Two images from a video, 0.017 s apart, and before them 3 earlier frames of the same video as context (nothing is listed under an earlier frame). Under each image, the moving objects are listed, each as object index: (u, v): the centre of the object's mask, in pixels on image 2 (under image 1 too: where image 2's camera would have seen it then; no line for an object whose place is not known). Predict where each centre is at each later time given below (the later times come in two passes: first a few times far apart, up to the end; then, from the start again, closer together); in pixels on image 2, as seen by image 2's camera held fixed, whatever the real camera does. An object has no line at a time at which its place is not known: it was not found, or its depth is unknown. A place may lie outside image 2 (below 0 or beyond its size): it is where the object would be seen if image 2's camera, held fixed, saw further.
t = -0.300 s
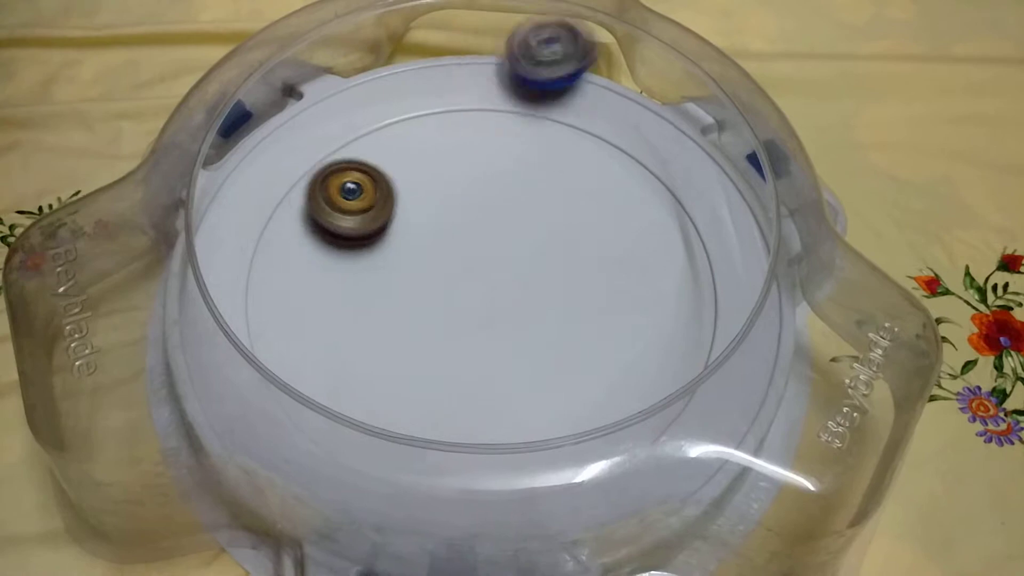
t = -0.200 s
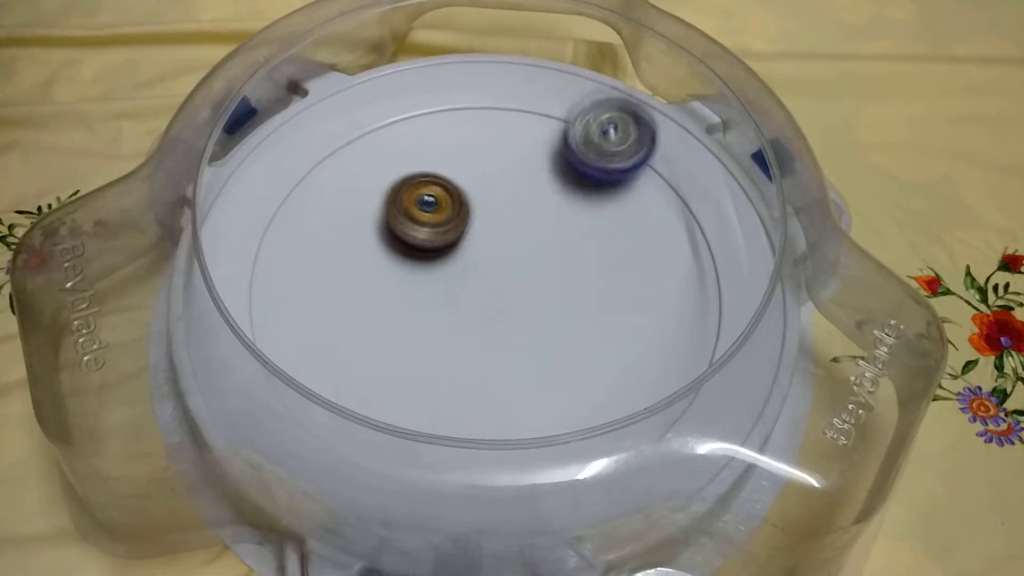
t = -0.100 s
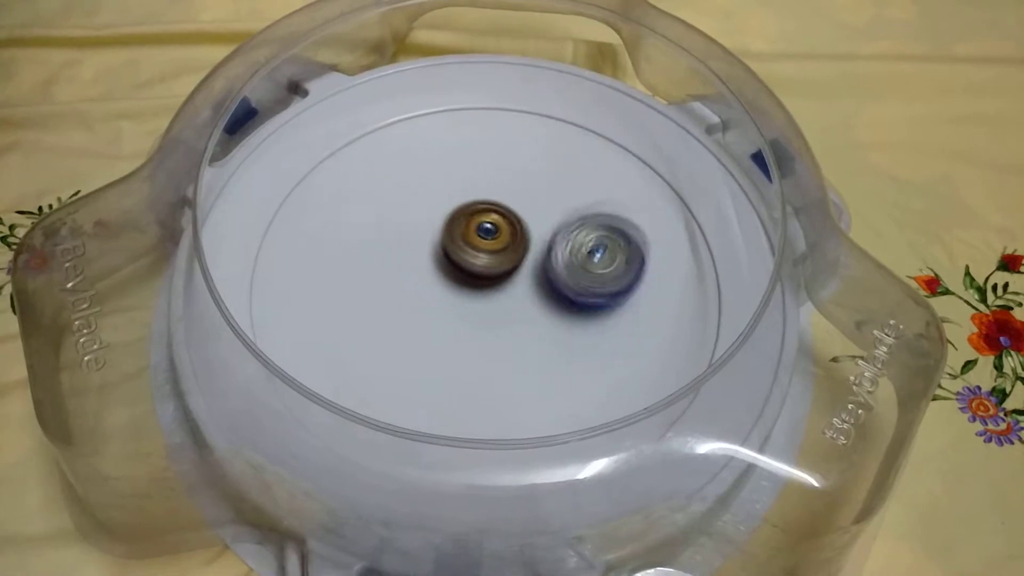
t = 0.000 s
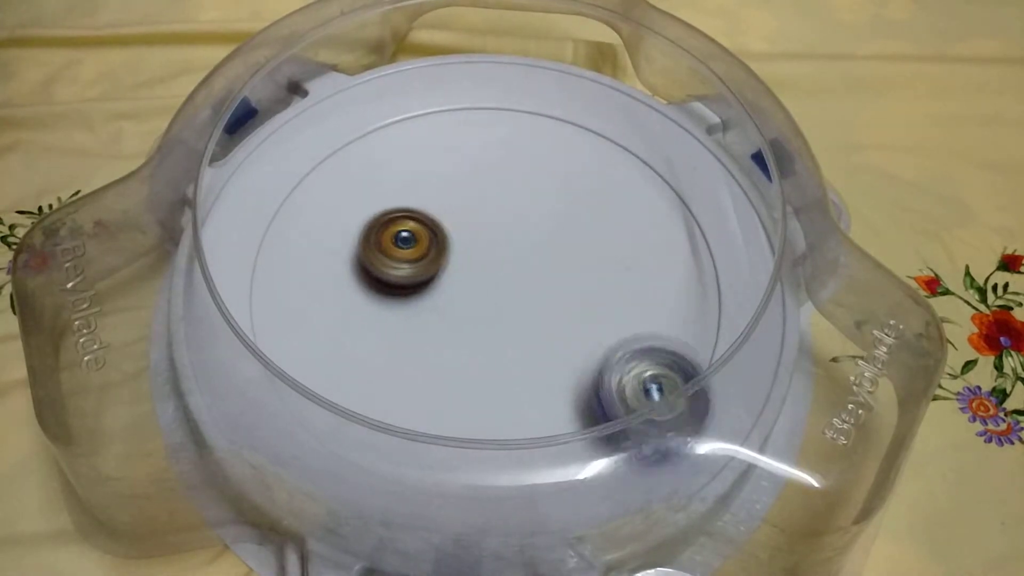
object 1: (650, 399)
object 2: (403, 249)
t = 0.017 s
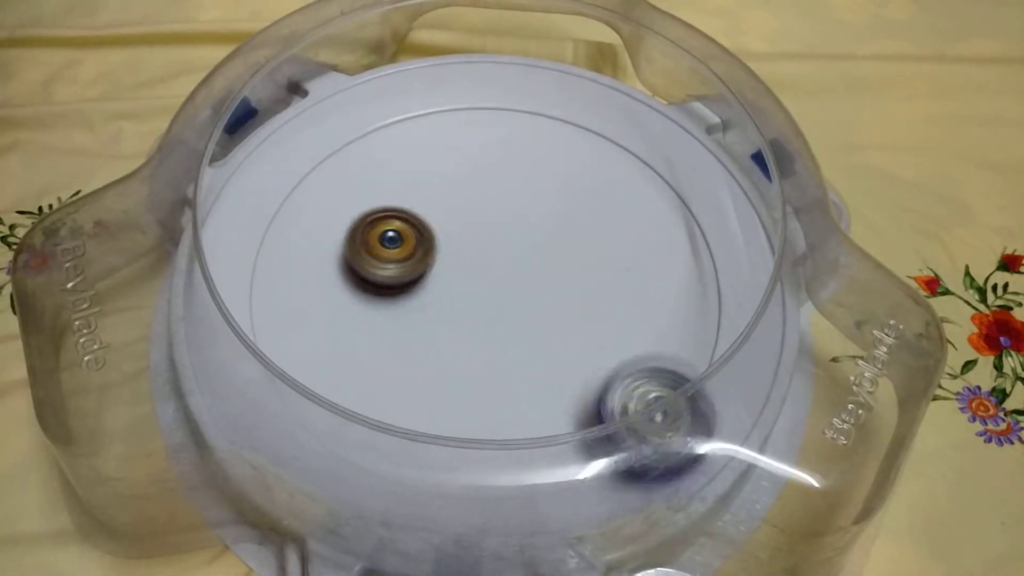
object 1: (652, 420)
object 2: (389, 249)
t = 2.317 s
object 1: (527, 446)
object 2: (457, 245)
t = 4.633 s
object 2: (518, 289)
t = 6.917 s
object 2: (487, 276)
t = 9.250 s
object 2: (470, 268)
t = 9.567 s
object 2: (493, 282)
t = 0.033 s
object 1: (641, 428)
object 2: (378, 247)
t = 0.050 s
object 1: (620, 432)
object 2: (368, 246)
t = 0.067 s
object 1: (595, 443)
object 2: (360, 245)
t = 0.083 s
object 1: (573, 453)
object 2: (355, 243)
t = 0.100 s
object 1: (549, 465)
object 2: (350, 241)
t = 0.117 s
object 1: (520, 470)
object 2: (347, 239)
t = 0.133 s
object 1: (494, 475)
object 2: (346, 236)
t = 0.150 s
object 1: (465, 477)
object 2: (346, 235)
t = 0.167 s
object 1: (435, 471)
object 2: (347, 233)
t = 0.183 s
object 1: (406, 462)
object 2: (348, 232)
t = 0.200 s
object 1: (376, 449)
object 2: (351, 230)
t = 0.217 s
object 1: (350, 435)
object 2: (356, 229)
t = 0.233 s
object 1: (327, 421)
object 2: (361, 229)
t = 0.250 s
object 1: (305, 399)
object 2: (368, 230)
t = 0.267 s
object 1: (288, 377)
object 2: (376, 231)
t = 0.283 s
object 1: (273, 353)
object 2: (385, 231)
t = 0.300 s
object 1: (263, 325)
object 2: (395, 231)
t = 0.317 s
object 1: (258, 300)
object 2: (405, 232)
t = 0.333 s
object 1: (259, 275)
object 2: (415, 234)
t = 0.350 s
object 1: (260, 253)
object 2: (425, 236)
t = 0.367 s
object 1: (267, 227)
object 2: (435, 239)
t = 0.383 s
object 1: (277, 202)
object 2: (445, 243)
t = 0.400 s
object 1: (290, 180)
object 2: (454, 246)
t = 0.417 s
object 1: (310, 162)
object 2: (462, 251)
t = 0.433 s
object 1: (330, 145)
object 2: (469, 256)
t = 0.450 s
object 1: (356, 128)
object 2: (475, 261)
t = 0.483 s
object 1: (415, 104)
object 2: (485, 273)
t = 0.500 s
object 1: (450, 97)
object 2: (489, 280)
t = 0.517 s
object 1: (484, 95)
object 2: (493, 286)
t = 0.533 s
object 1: (521, 99)
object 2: (495, 292)
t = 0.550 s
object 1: (559, 110)
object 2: (496, 298)
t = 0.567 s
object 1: (596, 119)
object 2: (497, 302)
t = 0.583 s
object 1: (628, 140)
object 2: (497, 308)
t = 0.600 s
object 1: (659, 164)
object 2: (497, 315)
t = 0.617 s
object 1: (684, 195)
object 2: (497, 321)
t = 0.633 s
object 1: (701, 229)
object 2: (497, 327)
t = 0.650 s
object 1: (711, 266)
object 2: (496, 332)
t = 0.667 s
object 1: (708, 305)
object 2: (496, 337)
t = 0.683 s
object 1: (700, 344)
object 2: (495, 341)
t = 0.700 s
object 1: (676, 378)
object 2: (495, 344)
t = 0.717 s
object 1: (651, 410)
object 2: (495, 348)
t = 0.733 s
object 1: (612, 437)
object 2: (495, 351)
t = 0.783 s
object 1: (481, 472)
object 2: (494, 357)
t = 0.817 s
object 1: (397, 454)
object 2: (493, 360)
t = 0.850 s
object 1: (331, 418)
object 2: (493, 361)
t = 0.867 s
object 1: (309, 396)
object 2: (493, 361)
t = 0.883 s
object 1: (288, 375)
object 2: (493, 361)
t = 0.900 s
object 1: (270, 349)
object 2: (494, 360)
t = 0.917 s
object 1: (263, 323)
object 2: (494, 361)
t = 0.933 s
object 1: (262, 297)
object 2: (495, 360)
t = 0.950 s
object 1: (263, 272)
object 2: (495, 360)
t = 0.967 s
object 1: (266, 251)
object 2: (496, 359)
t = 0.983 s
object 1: (272, 226)
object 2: (496, 358)
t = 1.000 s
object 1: (282, 204)
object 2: (496, 358)
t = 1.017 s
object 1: (294, 185)
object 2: (496, 356)
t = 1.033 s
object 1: (308, 166)
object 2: (497, 355)
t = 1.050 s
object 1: (325, 148)
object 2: (497, 353)
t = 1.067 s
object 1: (345, 134)
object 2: (497, 352)
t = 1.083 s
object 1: (367, 118)
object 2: (497, 350)
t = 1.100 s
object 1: (393, 110)
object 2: (498, 348)
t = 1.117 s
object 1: (422, 103)
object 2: (498, 345)
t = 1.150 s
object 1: (482, 98)
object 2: (500, 339)
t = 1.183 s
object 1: (545, 101)
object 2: (501, 333)
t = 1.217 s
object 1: (608, 127)
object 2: (503, 326)
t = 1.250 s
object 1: (663, 168)
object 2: (506, 317)
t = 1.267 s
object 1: (682, 192)
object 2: (508, 313)
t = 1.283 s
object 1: (699, 222)
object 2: (509, 310)
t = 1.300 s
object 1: (707, 256)
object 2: (510, 306)
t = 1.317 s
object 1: (708, 288)
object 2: (509, 304)
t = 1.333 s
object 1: (708, 320)
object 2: (510, 302)
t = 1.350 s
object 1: (693, 353)
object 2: (511, 300)
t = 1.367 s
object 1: (674, 382)
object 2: (512, 298)
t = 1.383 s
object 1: (652, 411)
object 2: (515, 296)
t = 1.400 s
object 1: (622, 429)
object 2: (517, 295)
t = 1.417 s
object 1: (590, 446)
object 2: (521, 292)
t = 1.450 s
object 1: (526, 469)
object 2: (528, 287)
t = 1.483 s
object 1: (463, 471)
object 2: (532, 284)
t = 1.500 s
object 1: (432, 463)
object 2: (534, 283)
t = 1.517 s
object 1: (407, 457)
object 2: (535, 282)
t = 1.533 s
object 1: (380, 444)
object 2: (537, 282)
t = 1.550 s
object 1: (357, 431)
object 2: (539, 282)
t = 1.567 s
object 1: (339, 415)
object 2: (542, 282)
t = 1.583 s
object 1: (322, 398)
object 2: (545, 281)
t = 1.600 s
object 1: (309, 379)
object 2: (549, 282)
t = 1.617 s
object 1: (298, 359)
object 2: (552, 282)
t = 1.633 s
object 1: (293, 336)
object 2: (554, 283)
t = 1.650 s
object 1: (289, 313)
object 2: (558, 284)
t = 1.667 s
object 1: (288, 296)
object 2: (559, 287)
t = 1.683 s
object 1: (289, 271)
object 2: (560, 289)
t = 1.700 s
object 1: (294, 250)
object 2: (560, 291)
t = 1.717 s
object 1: (302, 230)
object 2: (560, 294)
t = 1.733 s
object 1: (313, 212)
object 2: (559, 295)
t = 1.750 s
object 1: (326, 191)
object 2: (557, 297)
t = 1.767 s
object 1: (342, 177)
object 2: (555, 298)
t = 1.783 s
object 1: (358, 160)
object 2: (553, 299)
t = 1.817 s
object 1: (398, 135)
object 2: (547, 300)
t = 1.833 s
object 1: (418, 123)
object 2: (544, 300)
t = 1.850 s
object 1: (442, 114)
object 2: (541, 300)
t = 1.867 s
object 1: (465, 107)
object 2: (538, 299)
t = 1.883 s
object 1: (488, 105)
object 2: (534, 298)
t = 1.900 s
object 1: (513, 100)
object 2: (531, 298)
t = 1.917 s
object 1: (536, 101)
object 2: (528, 297)
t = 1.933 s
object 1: (561, 104)
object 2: (524, 296)
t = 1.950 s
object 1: (587, 115)
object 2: (520, 295)
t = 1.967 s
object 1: (609, 125)
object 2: (517, 294)
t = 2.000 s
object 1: (650, 158)
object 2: (512, 292)
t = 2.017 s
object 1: (668, 175)
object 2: (510, 292)
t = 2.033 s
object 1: (683, 190)
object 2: (508, 291)
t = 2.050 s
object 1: (689, 217)
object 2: (506, 290)
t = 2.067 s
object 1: (697, 237)
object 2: (504, 289)
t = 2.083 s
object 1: (700, 261)
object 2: (501, 287)
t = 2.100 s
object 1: (706, 280)
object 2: (497, 285)
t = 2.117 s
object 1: (705, 300)
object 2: (494, 283)
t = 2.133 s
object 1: (709, 319)
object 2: (491, 281)
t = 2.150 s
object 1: (705, 335)
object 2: (487, 278)
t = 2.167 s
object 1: (697, 354)
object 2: (483, 274)
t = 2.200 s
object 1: (672, 388)
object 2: (478, 268)
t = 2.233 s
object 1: (639, 415)
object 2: (472, 261)
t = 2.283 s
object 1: (574, 439)
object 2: (463, 252)
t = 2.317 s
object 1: (527, 446)
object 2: (457, 245)
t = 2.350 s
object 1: (476, 442)
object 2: (453, 238)
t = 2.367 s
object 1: (452, 436)
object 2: (451, 234)
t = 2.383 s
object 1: (428, 426)
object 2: (450, 231)
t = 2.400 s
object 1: (408, 417)
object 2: (448, 228)
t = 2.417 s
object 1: (386, 404)
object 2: (446, 225)
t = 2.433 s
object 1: (364, 390)
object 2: (445, 222)
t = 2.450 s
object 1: (350, 376)
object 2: (443, 219)
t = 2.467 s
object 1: (337, 355)
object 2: (442, 216)
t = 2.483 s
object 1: (323, 336)
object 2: (442, 213)
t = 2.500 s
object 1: (315, 319)
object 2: (441, 210)
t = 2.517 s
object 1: (308, 296)
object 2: (441, 208)
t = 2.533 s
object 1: (305, 275)
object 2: (441, 206)
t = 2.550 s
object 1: (306, 255)
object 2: (441, 204)
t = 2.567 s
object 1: (309, 234)
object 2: (442, 202)
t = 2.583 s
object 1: (313, 214)
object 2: (442, 200)
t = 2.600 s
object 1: (321, 196)
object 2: (443, 199)
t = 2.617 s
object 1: (331, 178)
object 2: (444, 198)
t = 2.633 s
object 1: (342, 160)
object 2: (445, 196)
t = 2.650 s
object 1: (357, 145)
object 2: (446, 195)
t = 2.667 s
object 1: (371, 133)
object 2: (448, 195)
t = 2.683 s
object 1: (389, 117)
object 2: (449, 194)
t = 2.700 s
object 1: (409, 109)
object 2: (450, 194)
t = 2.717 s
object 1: (428, 102)
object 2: (451, 195)
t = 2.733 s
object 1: (452, 101)
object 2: (452, 195)
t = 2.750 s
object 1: (478, 101)
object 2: (454, 196)
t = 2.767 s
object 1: (500, 104)
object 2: (455, 196)
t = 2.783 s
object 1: (523, 102)
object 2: (457, 197)
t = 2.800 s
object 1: (544, 104)
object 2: (458, 199)
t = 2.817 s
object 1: (565, 109)
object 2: (460, 201)
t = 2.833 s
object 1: (585, 119)
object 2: (460, 202)
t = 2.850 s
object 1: (603, 130)
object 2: (462, 204)
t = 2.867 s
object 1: (623, 145)
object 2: (462, 206)
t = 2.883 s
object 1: (637, 155)
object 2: (463, 208)
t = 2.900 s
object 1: (648, 169)
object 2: (464, 211)
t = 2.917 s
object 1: (662, 186)
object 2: (464, 214)
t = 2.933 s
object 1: (671, 198)
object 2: (465, 216)
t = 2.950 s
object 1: (675, 217)
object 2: (465, 219)
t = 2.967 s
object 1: (682, 234)
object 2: (465, 222)
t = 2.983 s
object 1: (684, 249)
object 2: (465, 225)
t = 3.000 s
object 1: (683, 267)
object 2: (464, 228)
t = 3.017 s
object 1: (683, 286)
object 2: (463, 231)
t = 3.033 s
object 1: (679, 301)
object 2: (463, 233)
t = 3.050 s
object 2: (462, 236)
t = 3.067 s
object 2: (461, 239)
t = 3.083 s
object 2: (460, 242)
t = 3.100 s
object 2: (458, 245)
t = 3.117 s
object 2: (457, 247)
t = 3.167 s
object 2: (452, 254)
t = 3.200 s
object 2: (450, 258)
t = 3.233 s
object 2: (446, 262)
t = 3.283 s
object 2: (443, 267)
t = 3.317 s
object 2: (441, 270)
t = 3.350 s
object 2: (439, 273)
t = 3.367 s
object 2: (438, 274)
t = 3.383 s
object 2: (437, 275)
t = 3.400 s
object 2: (438, 275)
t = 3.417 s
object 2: (437, 278)
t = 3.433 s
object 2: (438, 278)
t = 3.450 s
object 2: (438, 279)
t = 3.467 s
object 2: (438, 280)
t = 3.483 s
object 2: (438, 281)
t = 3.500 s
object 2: (438, 282)
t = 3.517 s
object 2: (438, 283)
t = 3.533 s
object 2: (439, 284)
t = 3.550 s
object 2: (440, 284)
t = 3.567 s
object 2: (441, 286)
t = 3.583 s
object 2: (441, 286)
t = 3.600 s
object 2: (441, 287)
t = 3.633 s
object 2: (443, 289)
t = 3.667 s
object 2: (446, 291)
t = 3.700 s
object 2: (448, 293)
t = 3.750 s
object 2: (451, 297)
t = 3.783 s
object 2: (455, 299)
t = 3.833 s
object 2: (457, 302)
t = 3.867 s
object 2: (460, 303)
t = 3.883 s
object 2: (462, 303)
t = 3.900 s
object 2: (462, 304)
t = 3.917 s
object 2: (463, 305)
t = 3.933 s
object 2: (464, 305)
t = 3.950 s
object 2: (465, 305)
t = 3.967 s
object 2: (467, 305)
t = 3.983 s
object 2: (468, 305)
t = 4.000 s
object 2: (469, 306)
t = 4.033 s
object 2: (472, 306)
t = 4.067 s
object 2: (476, 306)
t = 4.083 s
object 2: (478, 306)
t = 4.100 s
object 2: (480, 306)
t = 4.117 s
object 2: (481, 306)
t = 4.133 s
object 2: (483, 306)
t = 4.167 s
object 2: (487, 306)
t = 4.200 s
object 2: (491, 306)
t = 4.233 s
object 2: (493, 306)
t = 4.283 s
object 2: (499, 305)
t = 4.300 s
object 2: (501, 305)
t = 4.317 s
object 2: (502, 305)
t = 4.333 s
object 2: (503, 304)
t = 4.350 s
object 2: (505, 304)
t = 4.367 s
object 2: (506, 304)
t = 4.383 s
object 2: (508, 303)
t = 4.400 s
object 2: (508, 302)
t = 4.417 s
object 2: (510, 302)
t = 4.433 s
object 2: (510, 301)
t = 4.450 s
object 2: (512, 300)
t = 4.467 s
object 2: (513, 299)
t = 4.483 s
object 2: (515, 298)
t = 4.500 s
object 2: (515, 297)
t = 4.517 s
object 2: (516, 297)
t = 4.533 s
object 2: (517, 296)
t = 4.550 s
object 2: (518, 295)
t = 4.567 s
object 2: (518, 294)
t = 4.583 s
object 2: (518, 293)
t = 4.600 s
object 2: (518, 292)
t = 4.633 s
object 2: (518, 289)
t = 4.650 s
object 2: (517, 289)
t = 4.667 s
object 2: (517, 288)
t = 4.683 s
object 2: (516, 287)
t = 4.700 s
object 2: (515, 286)
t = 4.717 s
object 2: (514, 285)
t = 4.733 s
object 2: (515, 283)
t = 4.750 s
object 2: (514, 282)
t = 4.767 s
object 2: (513, 282)
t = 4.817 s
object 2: (510, 279)
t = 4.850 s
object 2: (508, 277)
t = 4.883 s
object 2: (504, 275)
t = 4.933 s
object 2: (500, 270)
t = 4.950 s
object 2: (499, 268)
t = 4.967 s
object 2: (497, 266)
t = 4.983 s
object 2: (496, 264)
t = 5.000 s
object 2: (496, 261)
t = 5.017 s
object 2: (496, 259)
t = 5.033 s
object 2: (495, 257)
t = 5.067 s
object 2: (494, 252)
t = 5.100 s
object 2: (495, 247)
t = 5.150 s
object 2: (494, 240)
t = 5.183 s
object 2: (496, 237)
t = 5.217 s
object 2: (496, 234)
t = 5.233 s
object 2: (496, 234)
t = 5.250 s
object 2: (496, 233)
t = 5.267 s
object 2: (497, 231)
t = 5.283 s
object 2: (497, 231)
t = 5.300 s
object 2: (497, 231)
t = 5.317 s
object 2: (496, 230)
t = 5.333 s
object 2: (496, 230)
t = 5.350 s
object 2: (496, 230)
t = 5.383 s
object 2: (495, 230)
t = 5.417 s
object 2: (494, 230)
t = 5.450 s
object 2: (492, 230)
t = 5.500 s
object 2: (490, 231)
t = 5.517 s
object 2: (490, 231)
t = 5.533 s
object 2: (489, 232)
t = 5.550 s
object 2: (488, 232)
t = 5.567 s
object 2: (488, 232)
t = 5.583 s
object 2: (487, 233)
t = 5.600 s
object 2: (487, 233)
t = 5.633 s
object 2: (486, 235)
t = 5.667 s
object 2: (484, 237)
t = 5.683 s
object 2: (484, 238)
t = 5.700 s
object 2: (483, 239)
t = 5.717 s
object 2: (482, 240)
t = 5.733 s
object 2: (481, 241)
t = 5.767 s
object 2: (479, 244)
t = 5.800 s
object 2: (476, 247)
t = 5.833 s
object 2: (474, 250)
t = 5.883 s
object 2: (469, 254)
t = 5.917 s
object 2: (467, 256)
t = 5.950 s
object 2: (464, 259)
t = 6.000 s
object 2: (461, 263)
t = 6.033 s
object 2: (458, 266)
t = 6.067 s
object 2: (457, 268)
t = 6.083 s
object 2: (455, 269)
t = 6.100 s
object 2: (453, 271)
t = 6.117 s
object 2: (451, 273)
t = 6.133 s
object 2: (450, 273)
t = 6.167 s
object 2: (448, 274)
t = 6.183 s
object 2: (446, 275)
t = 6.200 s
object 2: (445, 275)
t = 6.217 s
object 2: (445, 276)
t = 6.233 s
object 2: (444, 276)
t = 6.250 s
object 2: (443, 277)
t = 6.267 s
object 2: (443, 276)
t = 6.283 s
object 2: (442, 277)
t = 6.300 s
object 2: (442, 277)
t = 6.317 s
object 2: (442, 277)
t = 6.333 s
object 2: (442, 277)
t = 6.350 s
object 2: (442, 278)
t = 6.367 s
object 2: (443, 278)
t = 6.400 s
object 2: (443, 278)
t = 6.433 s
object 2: (444, 279)
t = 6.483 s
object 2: (446, 279)
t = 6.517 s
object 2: (449, 279)
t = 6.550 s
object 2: (450, 280)
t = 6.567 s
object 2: (452, 279)
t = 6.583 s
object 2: (453, 279)
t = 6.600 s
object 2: (454, 279)
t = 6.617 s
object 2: (455, 279)
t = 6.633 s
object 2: (456, 279)
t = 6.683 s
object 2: (461, 279)
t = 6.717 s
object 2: (464, 279)
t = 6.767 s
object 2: (469, 278)
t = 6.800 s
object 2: (473, 278)
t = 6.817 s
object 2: (475, 277)
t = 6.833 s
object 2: (476, 277)
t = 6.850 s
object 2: (479, 277)
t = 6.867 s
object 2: (481, 277)
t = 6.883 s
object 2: (483, 277)
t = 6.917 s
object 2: (487, 276)
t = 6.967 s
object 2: (492, 277)
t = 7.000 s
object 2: (497, 277)
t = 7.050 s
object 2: (502, 278)
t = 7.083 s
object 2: (505, 279)
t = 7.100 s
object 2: (506, 279)
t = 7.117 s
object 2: (508, 279)
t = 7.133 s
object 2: (510, 280)
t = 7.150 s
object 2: (512, 280)
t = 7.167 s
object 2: (513, 281)
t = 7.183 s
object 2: (514, 282)
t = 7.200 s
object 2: (515, 282)
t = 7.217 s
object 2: (518, 282)
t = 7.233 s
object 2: (519, 283)
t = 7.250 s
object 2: (520, 283)
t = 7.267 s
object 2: (521, 284)
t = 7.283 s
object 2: (522, 285)
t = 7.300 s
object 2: (522, 287)
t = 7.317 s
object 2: (522, 287)
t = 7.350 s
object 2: (523, 289)
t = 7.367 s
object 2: (524, 289)
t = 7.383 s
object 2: (523, 290)
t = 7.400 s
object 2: (523, 291)
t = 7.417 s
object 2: (523, 291)
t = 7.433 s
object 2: (523, 292)
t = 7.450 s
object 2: (522, 293)
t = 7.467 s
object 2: (522, 293)
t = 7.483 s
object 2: (522, 294)
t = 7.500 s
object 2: (521, 294)
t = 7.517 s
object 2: (520, 294)
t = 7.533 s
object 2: (519, 294)
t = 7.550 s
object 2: (518, 295)
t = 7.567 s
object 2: (517, 295)
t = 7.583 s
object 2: (516, 295)
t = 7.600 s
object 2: (515, 295)
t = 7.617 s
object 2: (513, 295)
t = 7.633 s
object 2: (511, 296)
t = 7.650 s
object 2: (510, 295)
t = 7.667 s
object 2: (509, 294)
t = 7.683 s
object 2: (507, 294)
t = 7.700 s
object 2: (504, 294)
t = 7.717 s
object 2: (503, 293)
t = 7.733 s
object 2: (502, 292)
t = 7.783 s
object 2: (496, 290)
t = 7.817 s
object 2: (494, 288)
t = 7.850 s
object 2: (490, 286)
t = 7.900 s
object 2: (485, 282)
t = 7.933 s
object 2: (483, 280)
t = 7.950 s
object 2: (481, 279)
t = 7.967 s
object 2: (480, 277)
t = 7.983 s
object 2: (478, 276)
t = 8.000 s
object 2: (477, 275)
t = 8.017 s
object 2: (475, 273)
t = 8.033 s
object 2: (474, 271)
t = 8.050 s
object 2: (473, 270)
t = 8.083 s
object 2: (470, 267)
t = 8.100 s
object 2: (469, 266)
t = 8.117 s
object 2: (468, 265)
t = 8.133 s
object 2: (467, 263)
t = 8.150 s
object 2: (467, 262)
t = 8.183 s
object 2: (465, 259)
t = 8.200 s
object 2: (464, 258)
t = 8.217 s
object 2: (463, 257)
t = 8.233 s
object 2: (463, 255)
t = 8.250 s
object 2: (462, 255)
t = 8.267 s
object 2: (461, 254)
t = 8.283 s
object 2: (461, 252)
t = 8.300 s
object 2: (461, 252)
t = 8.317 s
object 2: (460, 251)
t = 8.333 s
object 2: (460, 249)
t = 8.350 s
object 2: (460, 248)
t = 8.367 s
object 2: (460, 248)
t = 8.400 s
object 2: (459, 246)
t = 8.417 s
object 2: (459, 245)
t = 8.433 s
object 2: (458, 245)
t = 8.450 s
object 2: (458, 244)
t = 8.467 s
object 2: (458, 244)
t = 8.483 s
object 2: (458, 243)
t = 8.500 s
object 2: (457, 243)
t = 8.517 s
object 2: (457, 242)
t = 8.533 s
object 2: (458, 242)
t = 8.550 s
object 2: (457, 242)
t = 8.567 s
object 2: (457, 242)
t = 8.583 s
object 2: (457, 241)
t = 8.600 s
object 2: (457, 241)
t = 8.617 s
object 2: (457, 242)
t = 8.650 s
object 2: (457, 241)
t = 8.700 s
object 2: (457, 243)
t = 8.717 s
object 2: (458, 243)
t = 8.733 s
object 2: (458, 245)
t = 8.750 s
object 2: (458, 245)
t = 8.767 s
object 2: (458, 245)
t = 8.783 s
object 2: (458, 246)
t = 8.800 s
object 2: (458, 247)
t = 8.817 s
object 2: (458, 248)
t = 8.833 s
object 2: (459, 250)
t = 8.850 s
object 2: (458, 251)
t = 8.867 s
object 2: (459, 251)
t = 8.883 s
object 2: (459, 252)
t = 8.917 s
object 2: (459, 254)
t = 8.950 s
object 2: (460, 255)
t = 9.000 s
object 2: (461, 258)
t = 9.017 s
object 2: (461, 259)
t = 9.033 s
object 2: (461, 260)
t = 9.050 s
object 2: (462, 260)
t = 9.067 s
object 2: (463, 261)
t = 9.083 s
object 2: (463, 262)
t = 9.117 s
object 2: (464, 262)
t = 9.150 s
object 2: (465, 264)
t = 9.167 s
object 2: (466, 264)
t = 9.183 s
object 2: (466, 266)
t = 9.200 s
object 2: (467, 266)
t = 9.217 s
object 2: (468, 266)
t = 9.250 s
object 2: (470, 268)
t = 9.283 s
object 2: (472, 269)
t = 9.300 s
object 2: (473, 270)
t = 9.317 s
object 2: (474, 271)
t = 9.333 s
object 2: (475, 271)
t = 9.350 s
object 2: (477, 272)
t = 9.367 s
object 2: (478, 273)
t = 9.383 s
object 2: (479, 273)
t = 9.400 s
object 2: (481, 273)
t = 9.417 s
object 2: (482, 274)
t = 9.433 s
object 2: (483, 275)
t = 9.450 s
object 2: (484, 276)
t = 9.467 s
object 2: (486, 277)
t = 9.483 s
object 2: (487, 278)
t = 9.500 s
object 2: (488, 278)
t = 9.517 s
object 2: (490, 279)
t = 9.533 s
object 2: (491, 280)
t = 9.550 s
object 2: (492, 281)
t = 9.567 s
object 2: (493, 282)
